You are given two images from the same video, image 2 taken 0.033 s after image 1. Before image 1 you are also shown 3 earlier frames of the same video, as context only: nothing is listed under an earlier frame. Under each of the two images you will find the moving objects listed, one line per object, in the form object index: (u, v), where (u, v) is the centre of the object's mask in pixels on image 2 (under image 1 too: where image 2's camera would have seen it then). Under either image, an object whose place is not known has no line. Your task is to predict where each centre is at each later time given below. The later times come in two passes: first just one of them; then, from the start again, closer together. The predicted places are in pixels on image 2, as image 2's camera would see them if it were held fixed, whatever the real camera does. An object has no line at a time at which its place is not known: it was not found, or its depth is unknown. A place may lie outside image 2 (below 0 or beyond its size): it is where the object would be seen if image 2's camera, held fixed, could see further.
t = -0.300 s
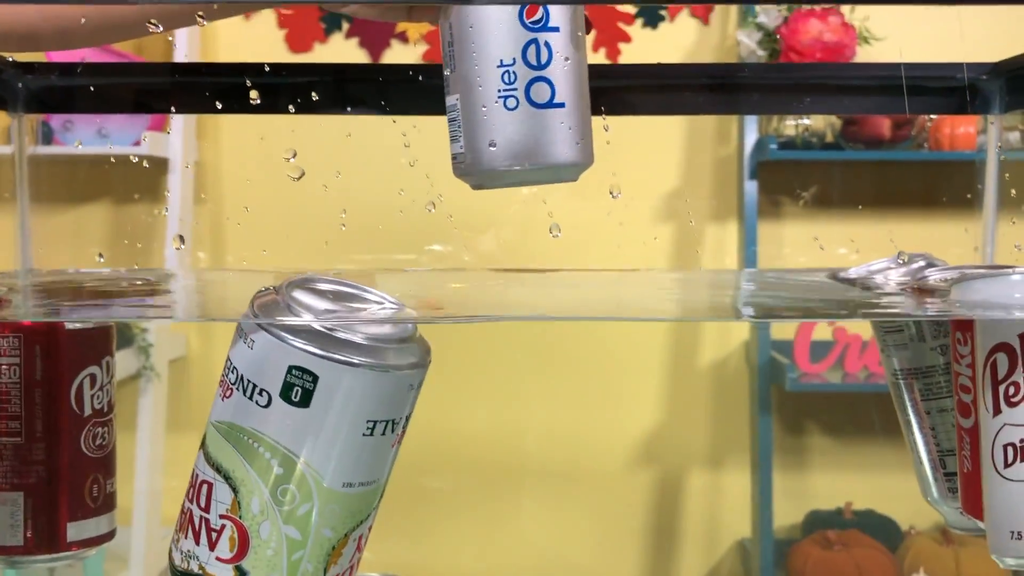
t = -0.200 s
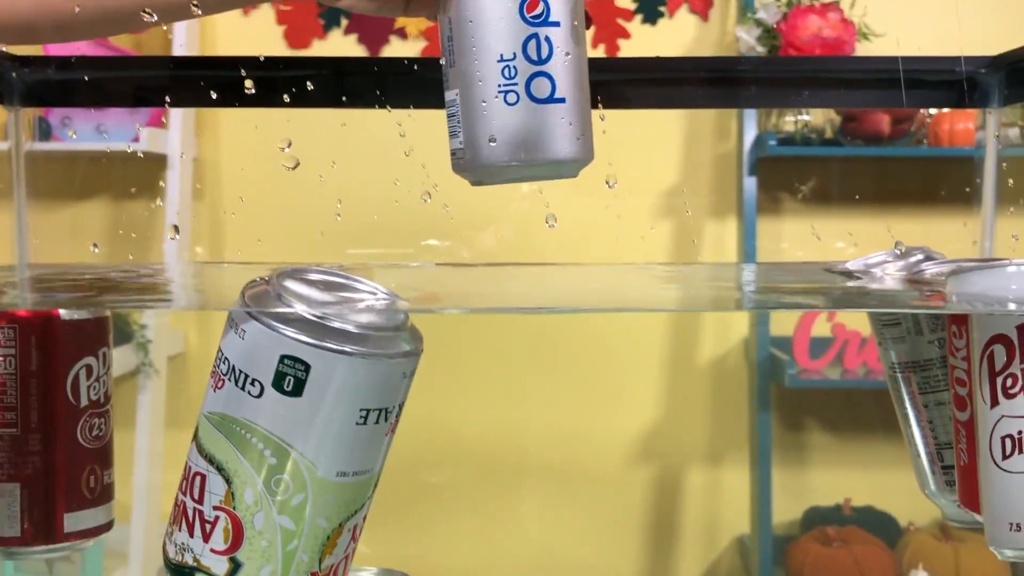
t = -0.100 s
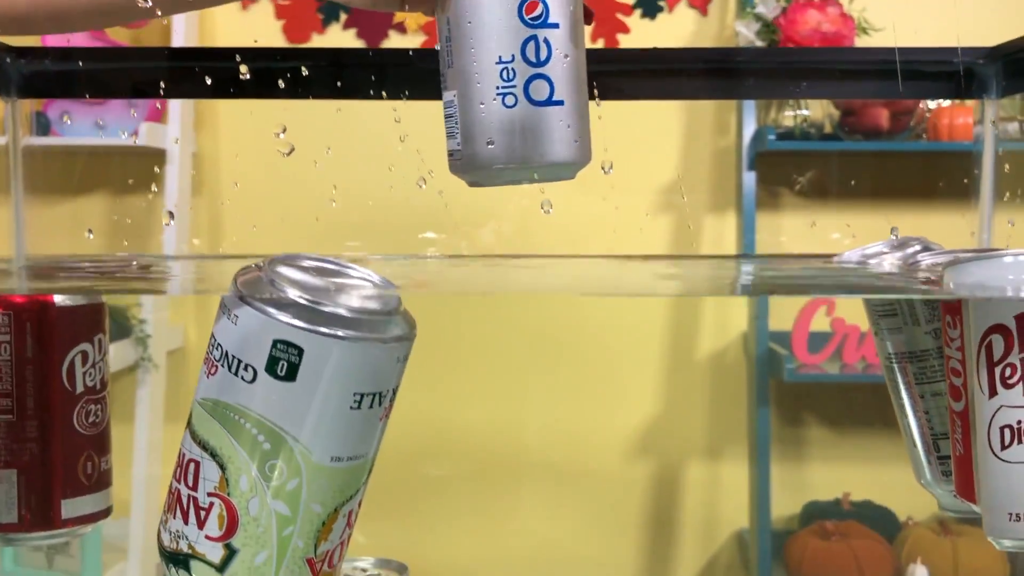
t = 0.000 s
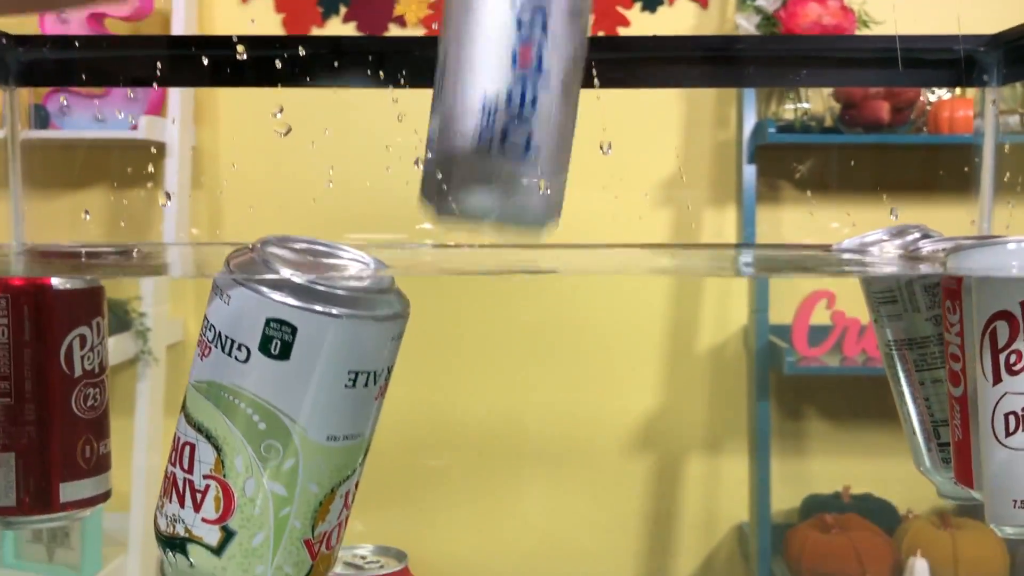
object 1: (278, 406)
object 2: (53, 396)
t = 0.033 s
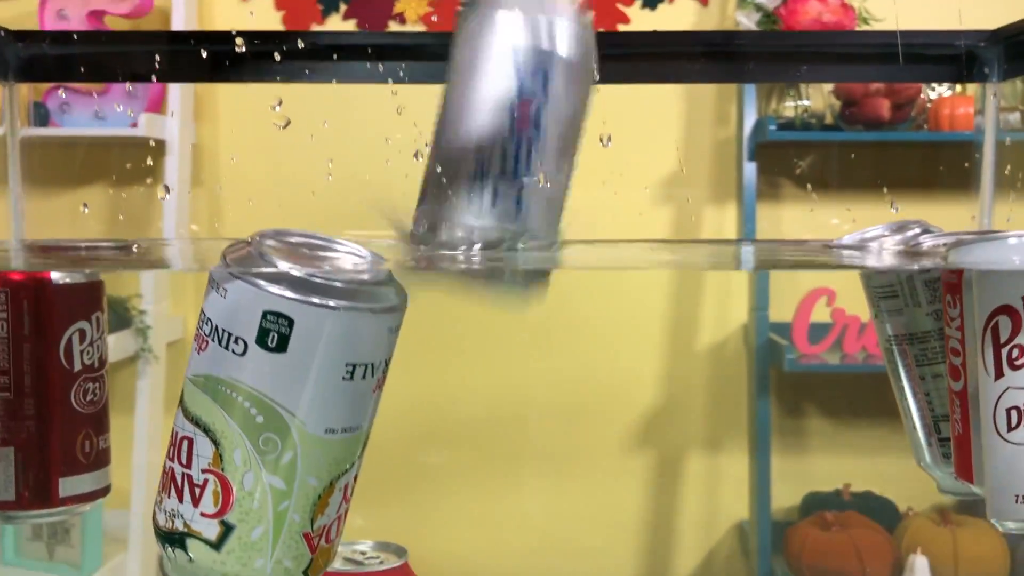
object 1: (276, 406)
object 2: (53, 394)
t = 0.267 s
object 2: (50, 377)
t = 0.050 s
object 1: (275, 407)
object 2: (53, 392)
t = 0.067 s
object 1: (273, 407)
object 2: (53, 390)
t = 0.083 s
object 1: (272, 407)
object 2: (53, 390)
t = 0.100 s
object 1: (270, 407)
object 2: (53, 389)
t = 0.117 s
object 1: (268, 406)
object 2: (53, 387)
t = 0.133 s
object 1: (267, 406)
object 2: (53, 385)
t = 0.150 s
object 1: (265, 405)
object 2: (52, 383)
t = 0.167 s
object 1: (265, 404)
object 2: (52, 381)
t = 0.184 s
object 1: (264, 404)
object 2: (52, 379)
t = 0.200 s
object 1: (264, 404)
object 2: (51, 379)
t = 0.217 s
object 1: (263, 404)
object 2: (51, 378)
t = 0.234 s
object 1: (264, 404)
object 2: (51, 377)
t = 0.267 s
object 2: (50, 377)
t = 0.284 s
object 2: (50, 378)
